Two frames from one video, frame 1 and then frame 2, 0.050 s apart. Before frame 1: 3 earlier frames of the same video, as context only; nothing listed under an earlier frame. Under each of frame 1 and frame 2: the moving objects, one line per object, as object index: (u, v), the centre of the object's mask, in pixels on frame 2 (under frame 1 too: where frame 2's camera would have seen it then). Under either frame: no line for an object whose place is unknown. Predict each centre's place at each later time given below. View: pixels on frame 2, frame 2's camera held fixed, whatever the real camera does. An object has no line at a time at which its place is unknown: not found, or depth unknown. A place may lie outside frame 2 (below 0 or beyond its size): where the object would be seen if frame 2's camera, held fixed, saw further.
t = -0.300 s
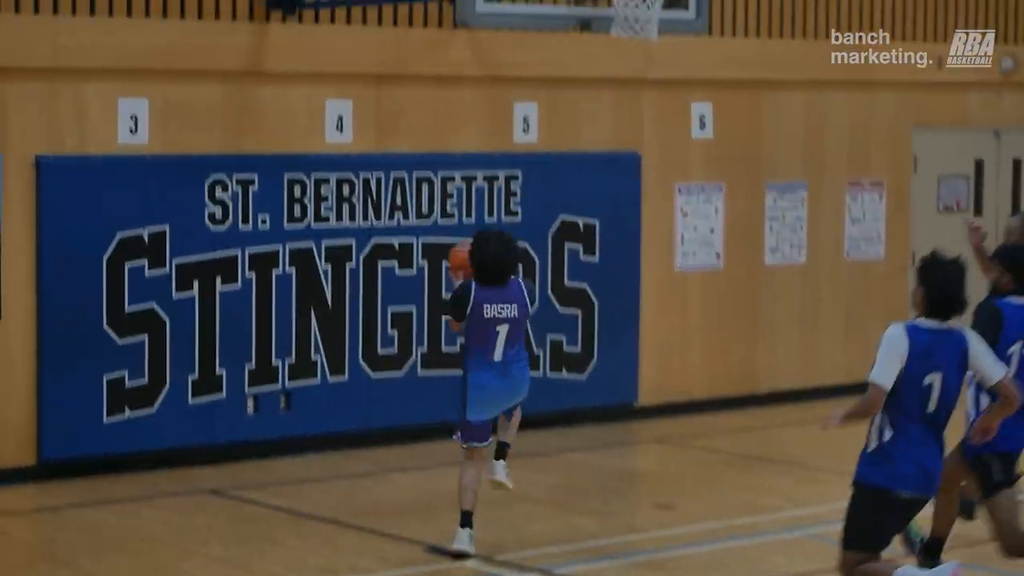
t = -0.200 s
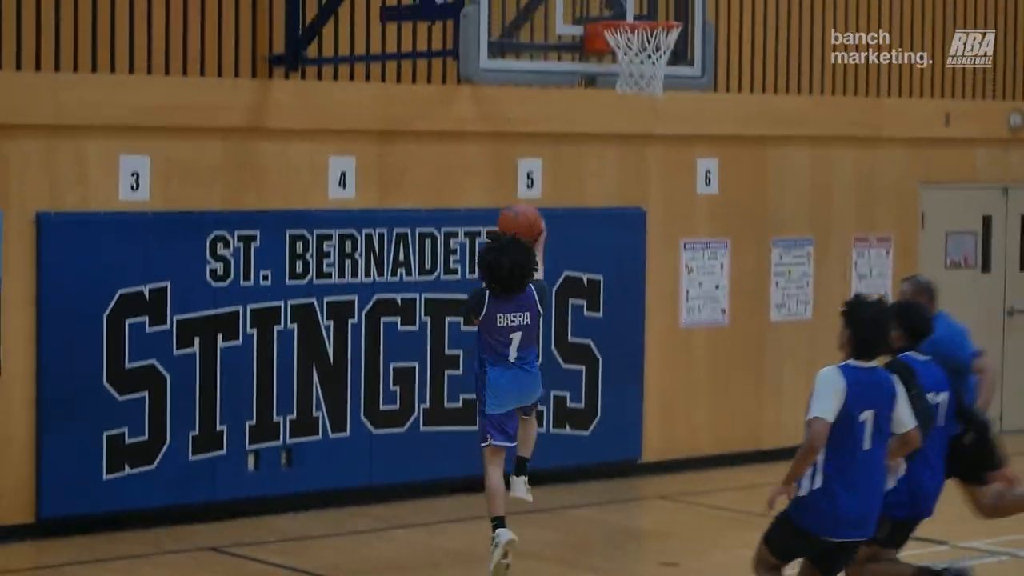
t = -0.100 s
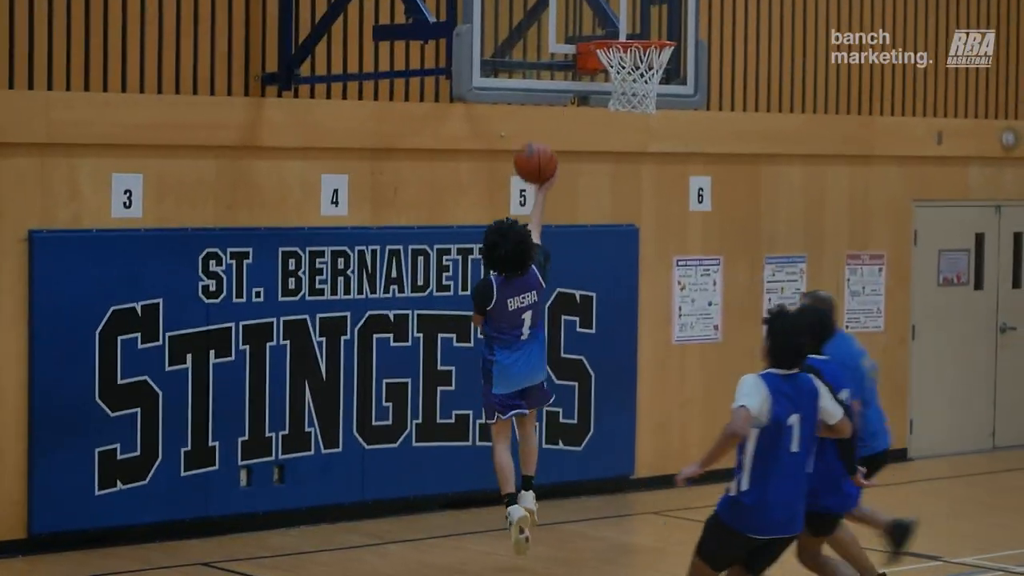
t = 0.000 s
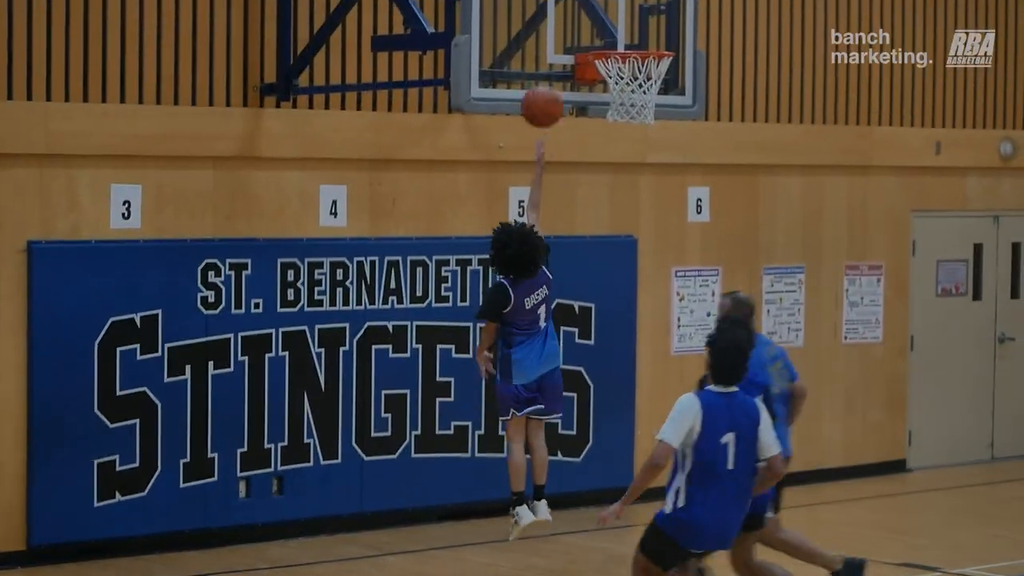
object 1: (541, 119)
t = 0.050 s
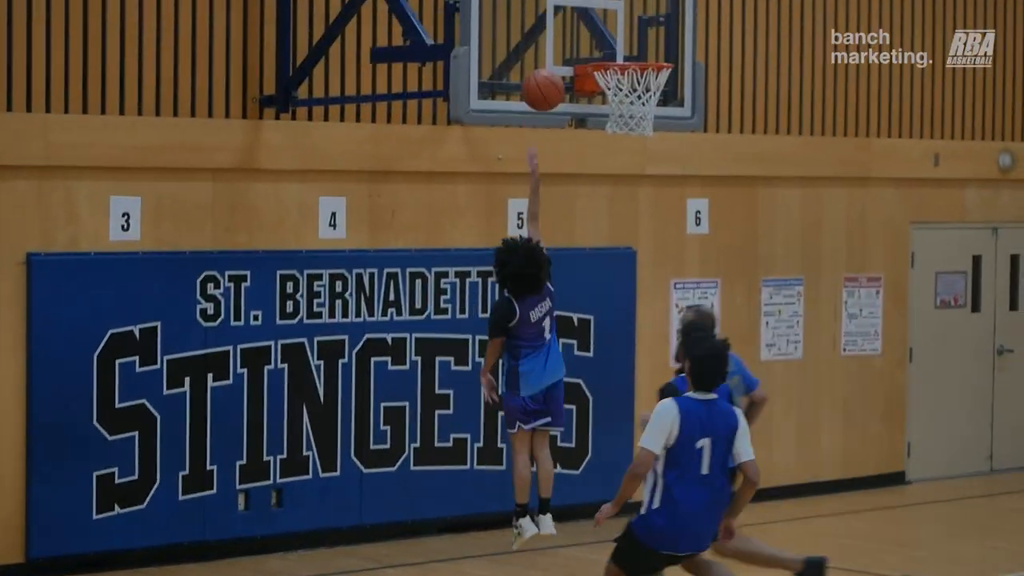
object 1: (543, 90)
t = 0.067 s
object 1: (543, 82)
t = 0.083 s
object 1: (543, 74)
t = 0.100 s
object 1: (544, 66)
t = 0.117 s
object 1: (544, 59)
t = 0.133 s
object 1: (545, 53)
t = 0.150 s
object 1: (546, 47)
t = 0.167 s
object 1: (546, 41)
